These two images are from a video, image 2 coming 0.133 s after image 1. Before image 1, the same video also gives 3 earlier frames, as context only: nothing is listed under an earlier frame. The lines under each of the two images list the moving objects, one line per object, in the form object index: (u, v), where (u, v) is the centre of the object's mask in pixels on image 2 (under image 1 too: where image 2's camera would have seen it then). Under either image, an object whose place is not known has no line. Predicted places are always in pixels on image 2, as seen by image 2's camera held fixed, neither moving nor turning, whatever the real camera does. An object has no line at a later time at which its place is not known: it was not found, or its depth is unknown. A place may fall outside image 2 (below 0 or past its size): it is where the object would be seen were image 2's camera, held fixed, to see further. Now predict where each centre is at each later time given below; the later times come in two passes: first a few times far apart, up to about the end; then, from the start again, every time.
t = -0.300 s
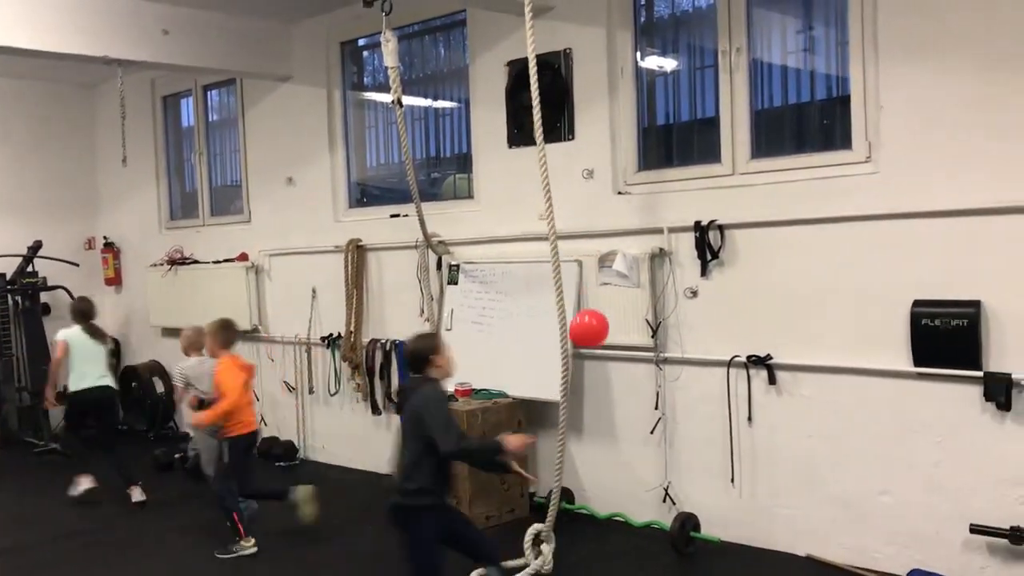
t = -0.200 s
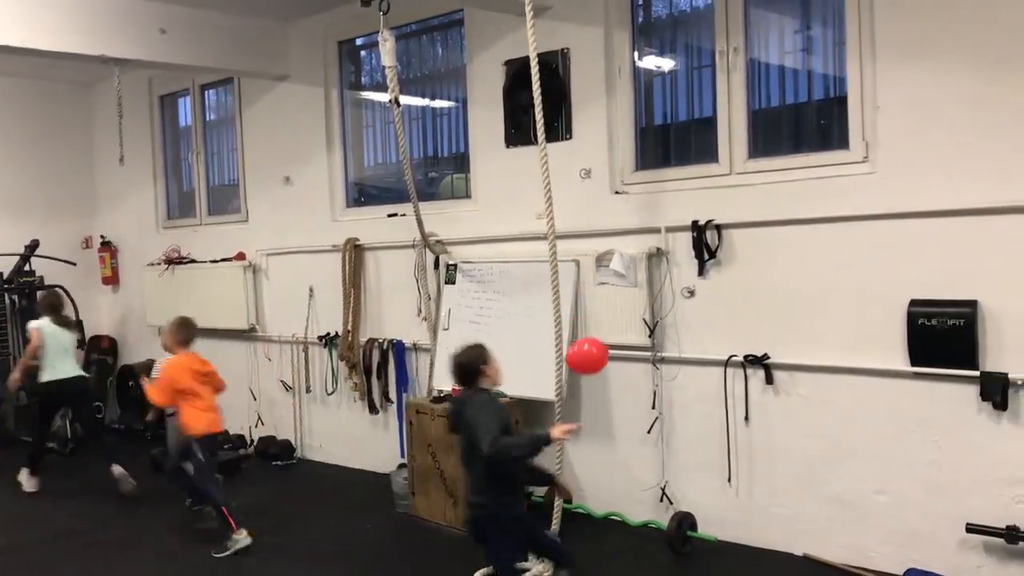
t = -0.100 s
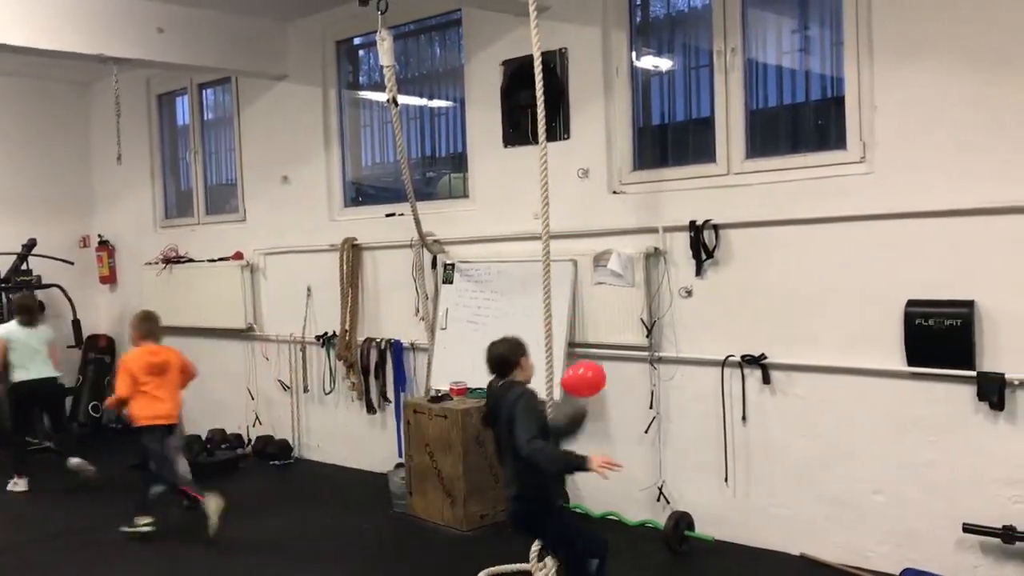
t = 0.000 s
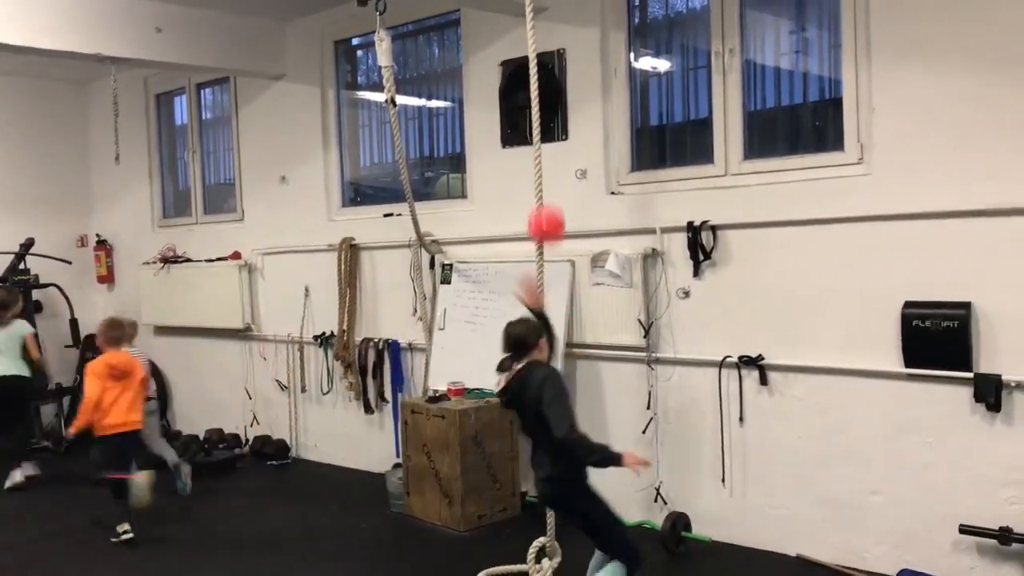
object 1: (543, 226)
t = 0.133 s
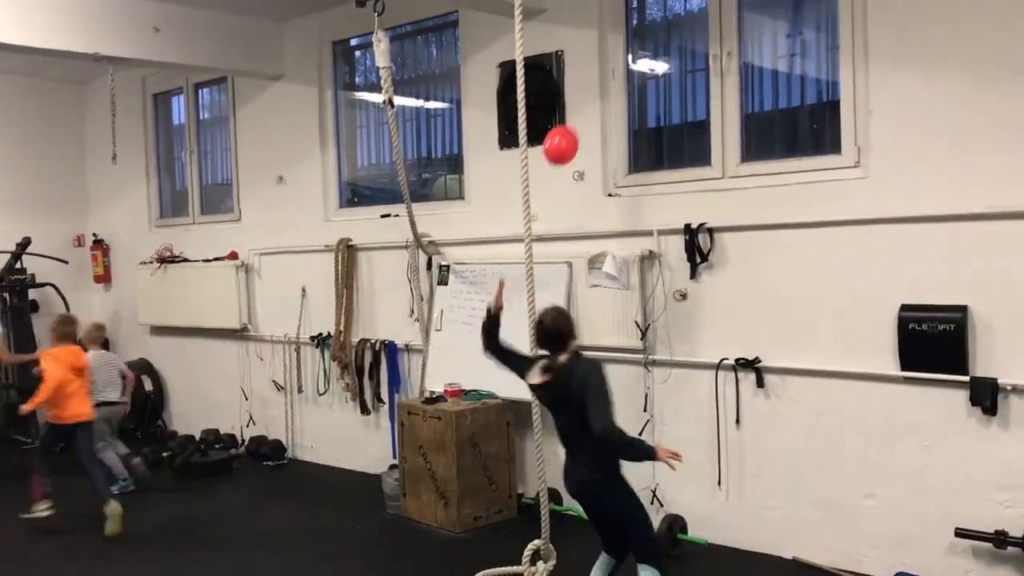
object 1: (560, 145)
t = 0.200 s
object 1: (571, 125)
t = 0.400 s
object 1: (601, 91)
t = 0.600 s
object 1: (625, 85)
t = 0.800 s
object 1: (639, 100)
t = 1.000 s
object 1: (646, 131)
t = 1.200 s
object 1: (648, 172)
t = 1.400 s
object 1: (650, 223)
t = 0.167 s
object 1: (566, 134)
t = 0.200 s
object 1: (571, 125)
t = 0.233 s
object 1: (577, 117)
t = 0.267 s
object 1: (582, 110)
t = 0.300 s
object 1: (587, 104)
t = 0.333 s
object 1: (592, 99)
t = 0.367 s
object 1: (597, 95)
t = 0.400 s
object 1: (601, 91)
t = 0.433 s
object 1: (605, 88)
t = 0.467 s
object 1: (609, 86)
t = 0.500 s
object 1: (613, 85)
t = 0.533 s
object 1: (617, 84)
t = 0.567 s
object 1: (621, 84)
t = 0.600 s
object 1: (625, 85)
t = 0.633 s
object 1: (627, 87)
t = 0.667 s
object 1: (630, 89)
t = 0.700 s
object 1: (633, 92)
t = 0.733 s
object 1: (635, 94)
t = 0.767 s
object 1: (637, 97)
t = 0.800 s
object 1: (639, 100)
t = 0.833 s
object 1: (641, 105)
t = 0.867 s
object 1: (642, 109)
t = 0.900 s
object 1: (644, 114)
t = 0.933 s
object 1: (645, 119)
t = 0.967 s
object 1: (646, 125)
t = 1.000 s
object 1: (646, 131)
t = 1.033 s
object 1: (646, 137)
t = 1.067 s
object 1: (647, 144)
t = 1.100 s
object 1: (647, 150)
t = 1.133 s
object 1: (647, 157)
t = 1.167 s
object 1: (647, 164)
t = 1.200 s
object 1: (648, 172)
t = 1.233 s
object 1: (647, 180)
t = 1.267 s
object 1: (648, 188)
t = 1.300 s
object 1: (649, 197)
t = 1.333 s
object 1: (649, 206)
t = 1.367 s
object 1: (649, 214)
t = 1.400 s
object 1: (650, 223)
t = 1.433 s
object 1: (650, 233)
